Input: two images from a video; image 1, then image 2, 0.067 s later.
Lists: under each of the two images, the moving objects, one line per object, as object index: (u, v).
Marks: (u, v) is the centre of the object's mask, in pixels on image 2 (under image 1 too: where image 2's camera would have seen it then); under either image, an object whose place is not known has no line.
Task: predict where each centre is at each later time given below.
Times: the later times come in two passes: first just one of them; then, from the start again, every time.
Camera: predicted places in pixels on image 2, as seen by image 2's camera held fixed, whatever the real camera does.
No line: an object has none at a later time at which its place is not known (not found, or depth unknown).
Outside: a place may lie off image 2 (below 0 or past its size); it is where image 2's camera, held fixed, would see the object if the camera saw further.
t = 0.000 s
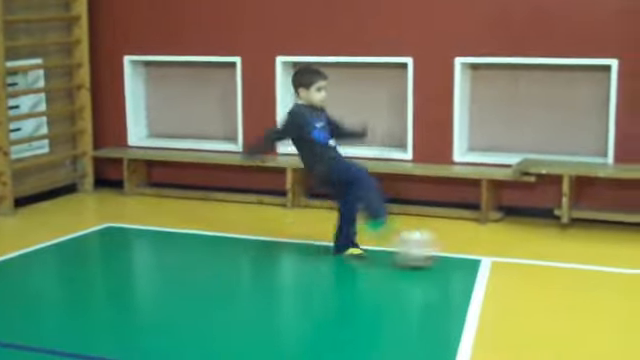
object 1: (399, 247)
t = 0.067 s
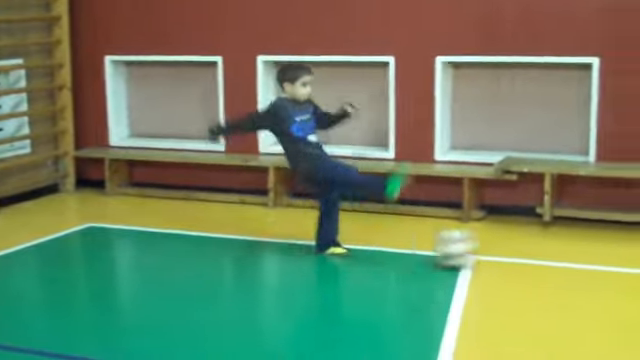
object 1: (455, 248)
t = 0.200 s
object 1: (557, 253)
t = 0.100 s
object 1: (483, 249)
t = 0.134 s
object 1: (509, 251)
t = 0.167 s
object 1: (533, 252)
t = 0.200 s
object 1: (557, 253)
